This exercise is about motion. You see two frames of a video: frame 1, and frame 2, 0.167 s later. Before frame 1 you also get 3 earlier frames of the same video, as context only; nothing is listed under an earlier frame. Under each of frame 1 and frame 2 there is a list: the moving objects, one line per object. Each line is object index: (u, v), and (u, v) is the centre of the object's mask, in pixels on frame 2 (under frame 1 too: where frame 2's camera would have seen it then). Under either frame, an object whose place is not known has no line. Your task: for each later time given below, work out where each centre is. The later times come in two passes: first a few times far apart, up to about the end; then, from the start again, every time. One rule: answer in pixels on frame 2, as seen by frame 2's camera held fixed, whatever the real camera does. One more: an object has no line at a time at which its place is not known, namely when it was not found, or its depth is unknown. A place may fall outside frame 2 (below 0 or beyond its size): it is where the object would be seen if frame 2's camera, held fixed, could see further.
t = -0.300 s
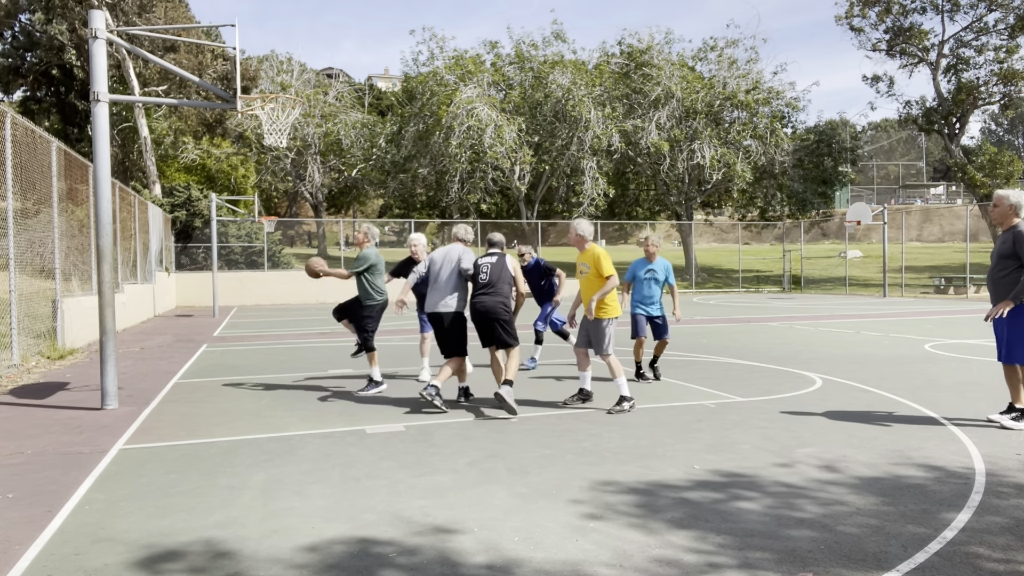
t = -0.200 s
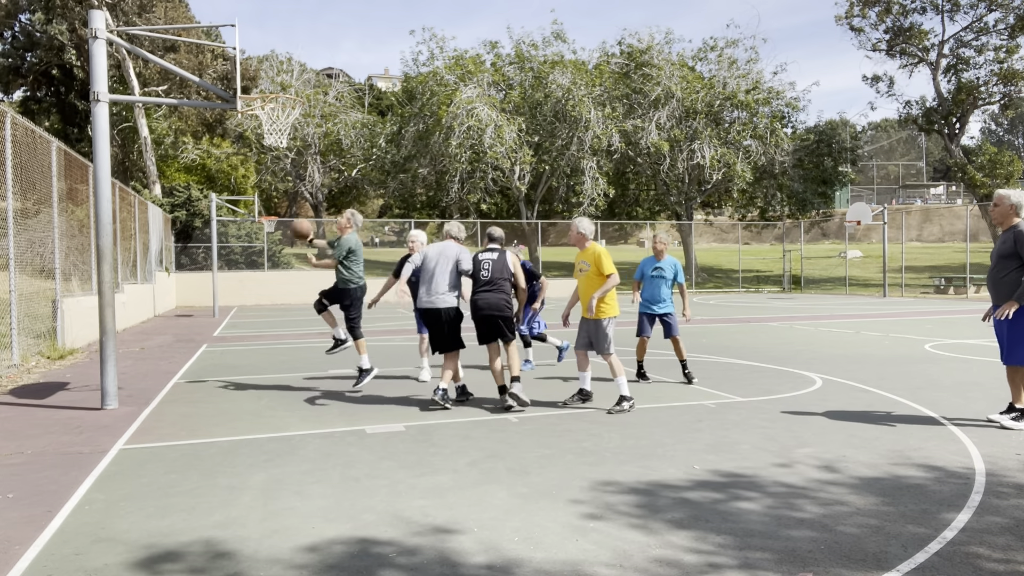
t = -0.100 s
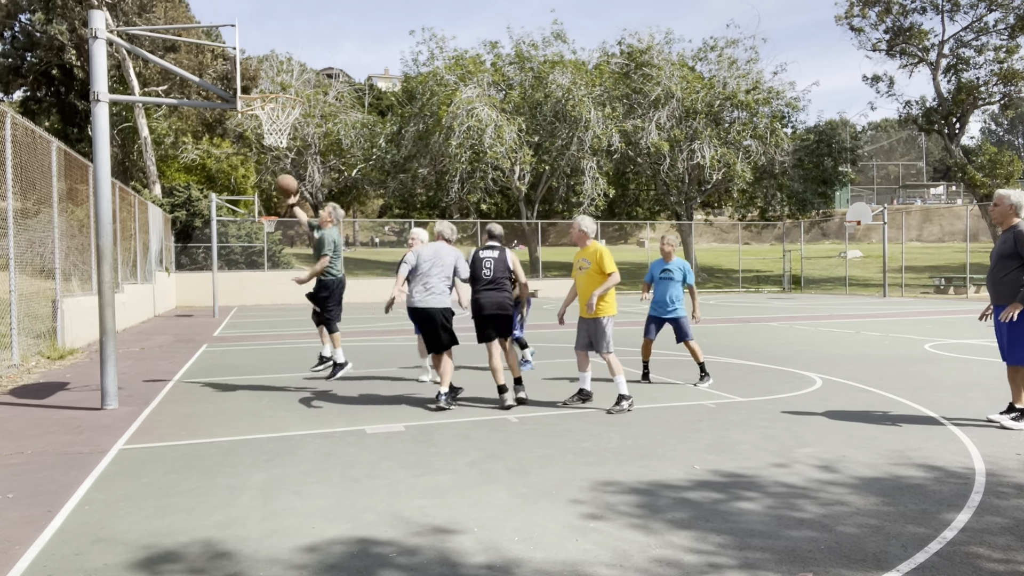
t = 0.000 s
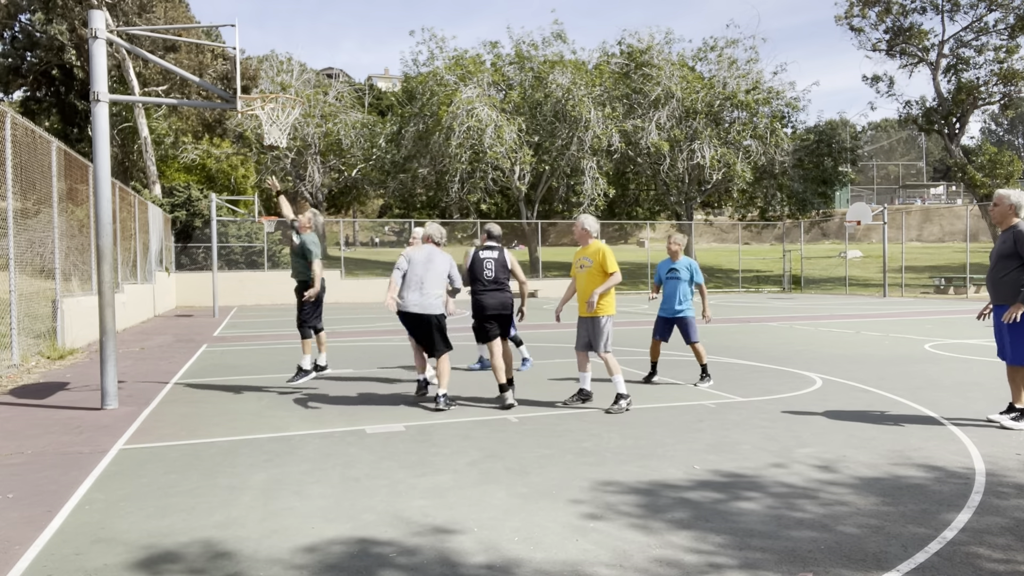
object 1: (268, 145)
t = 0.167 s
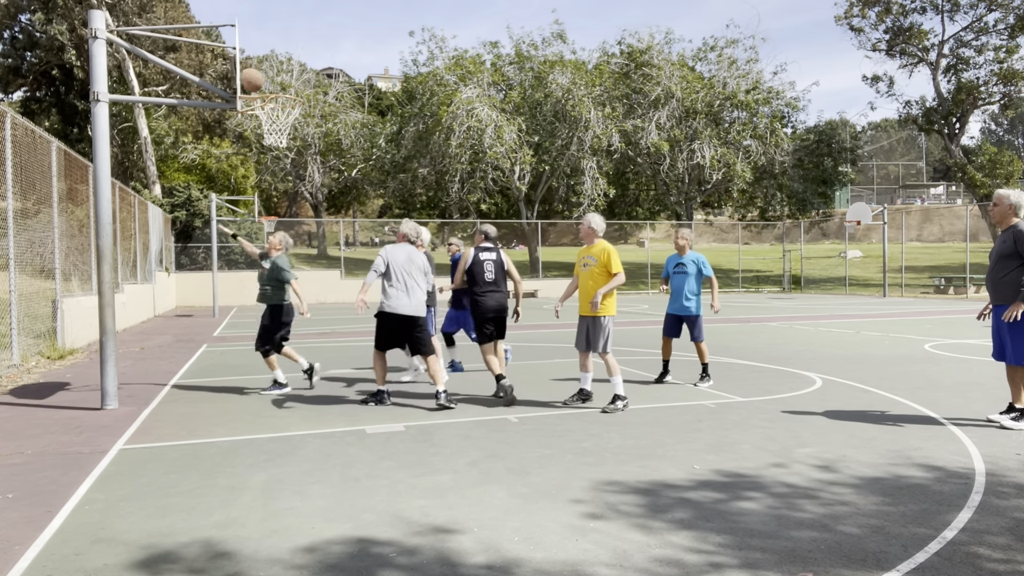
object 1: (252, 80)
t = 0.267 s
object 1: (262, 68)
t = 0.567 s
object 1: (294, 82)
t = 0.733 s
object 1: (294, 73)
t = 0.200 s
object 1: (255, 75)
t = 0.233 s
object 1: (258, 72)
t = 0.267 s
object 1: (262, 68)
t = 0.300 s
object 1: (265, 67)
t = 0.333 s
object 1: (269, 66)
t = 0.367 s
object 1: (274, 67)
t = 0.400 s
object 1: (278, 68)
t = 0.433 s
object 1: (282, 71)
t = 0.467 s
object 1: (286, 75)
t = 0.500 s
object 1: (290, 80)
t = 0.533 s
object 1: (294, 85)
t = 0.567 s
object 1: (294, 82)
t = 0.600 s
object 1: (294, 78)
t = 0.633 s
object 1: (294, 75)
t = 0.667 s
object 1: (294, 73)
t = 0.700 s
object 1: (294, 73)
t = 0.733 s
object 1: (294, 73)
